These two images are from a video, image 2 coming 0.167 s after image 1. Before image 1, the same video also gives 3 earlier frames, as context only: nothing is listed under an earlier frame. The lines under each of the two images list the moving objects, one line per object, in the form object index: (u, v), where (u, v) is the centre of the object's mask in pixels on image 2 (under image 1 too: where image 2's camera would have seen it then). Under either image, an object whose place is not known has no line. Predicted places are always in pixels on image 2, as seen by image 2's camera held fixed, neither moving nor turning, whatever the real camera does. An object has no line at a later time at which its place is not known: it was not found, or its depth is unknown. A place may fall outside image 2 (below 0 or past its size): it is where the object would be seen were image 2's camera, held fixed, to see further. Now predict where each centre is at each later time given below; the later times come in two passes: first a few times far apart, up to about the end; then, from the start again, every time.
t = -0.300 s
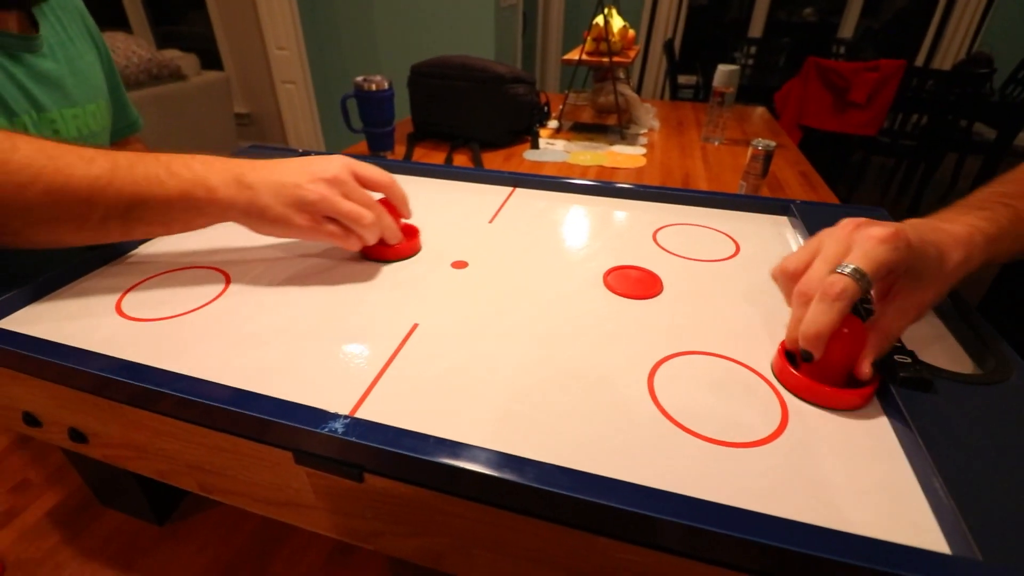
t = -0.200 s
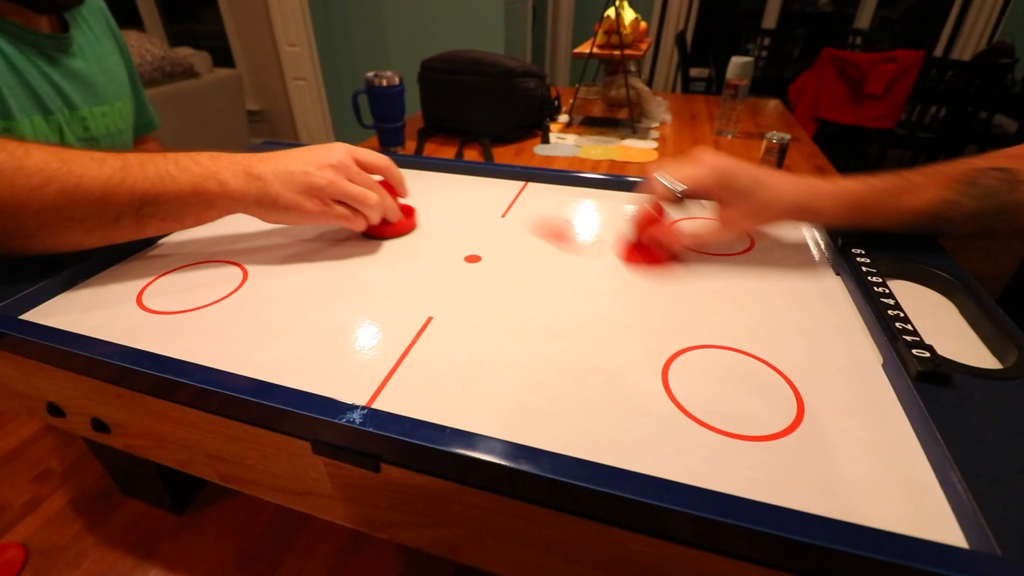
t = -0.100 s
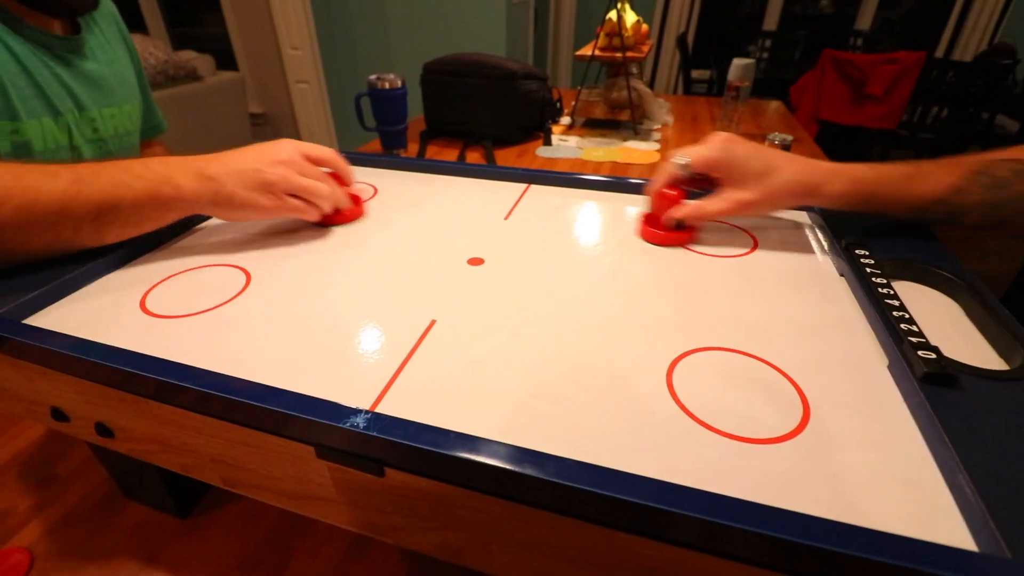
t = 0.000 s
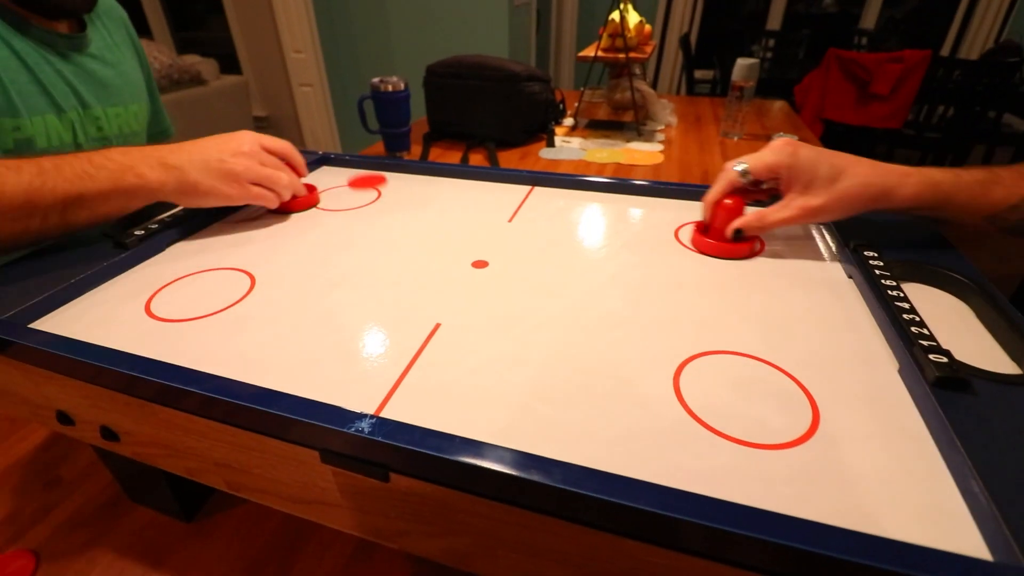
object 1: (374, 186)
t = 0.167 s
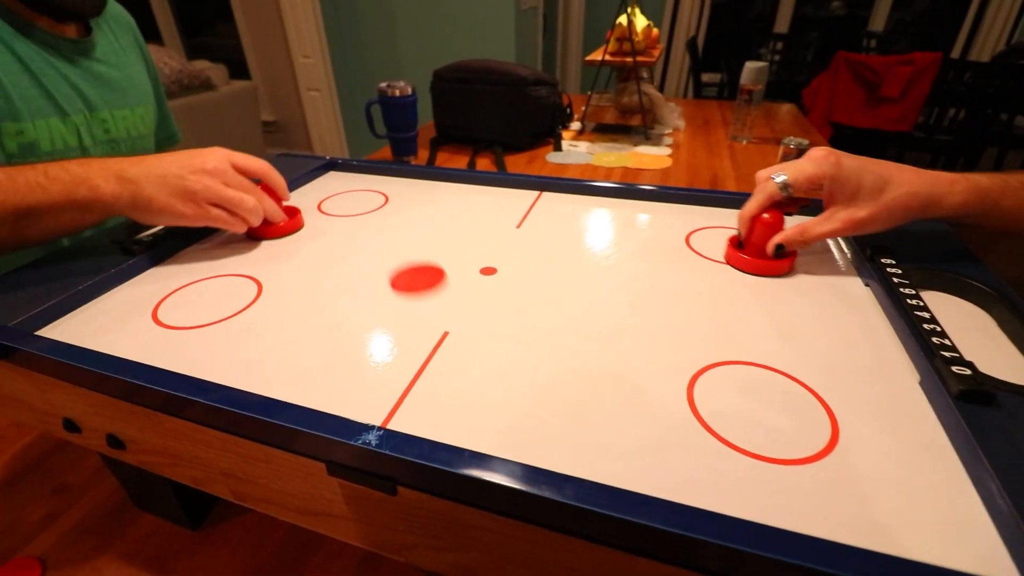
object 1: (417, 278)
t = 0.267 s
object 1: (454, 356)
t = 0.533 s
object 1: (555, 401)
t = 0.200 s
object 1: (429, 302)
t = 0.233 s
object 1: (441, 328)
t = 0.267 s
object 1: (454, 356)
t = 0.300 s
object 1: (468, 387)
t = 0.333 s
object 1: (484, 419)
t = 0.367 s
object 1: (505, 427)
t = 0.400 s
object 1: (527, 416)
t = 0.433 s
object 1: (542, 408)
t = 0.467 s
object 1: (552, 403)
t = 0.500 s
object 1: (555, 401)
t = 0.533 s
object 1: (555, 401)
